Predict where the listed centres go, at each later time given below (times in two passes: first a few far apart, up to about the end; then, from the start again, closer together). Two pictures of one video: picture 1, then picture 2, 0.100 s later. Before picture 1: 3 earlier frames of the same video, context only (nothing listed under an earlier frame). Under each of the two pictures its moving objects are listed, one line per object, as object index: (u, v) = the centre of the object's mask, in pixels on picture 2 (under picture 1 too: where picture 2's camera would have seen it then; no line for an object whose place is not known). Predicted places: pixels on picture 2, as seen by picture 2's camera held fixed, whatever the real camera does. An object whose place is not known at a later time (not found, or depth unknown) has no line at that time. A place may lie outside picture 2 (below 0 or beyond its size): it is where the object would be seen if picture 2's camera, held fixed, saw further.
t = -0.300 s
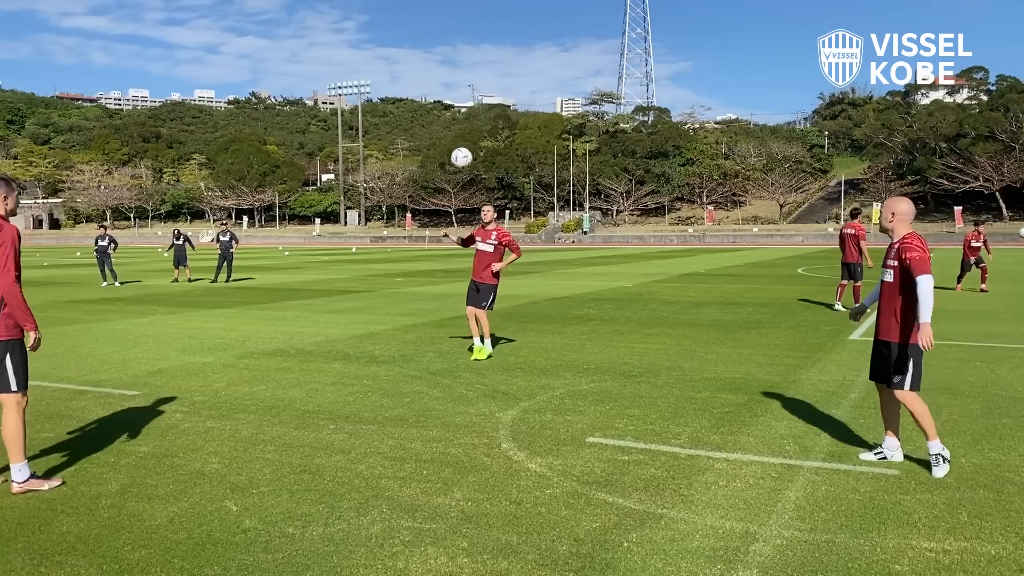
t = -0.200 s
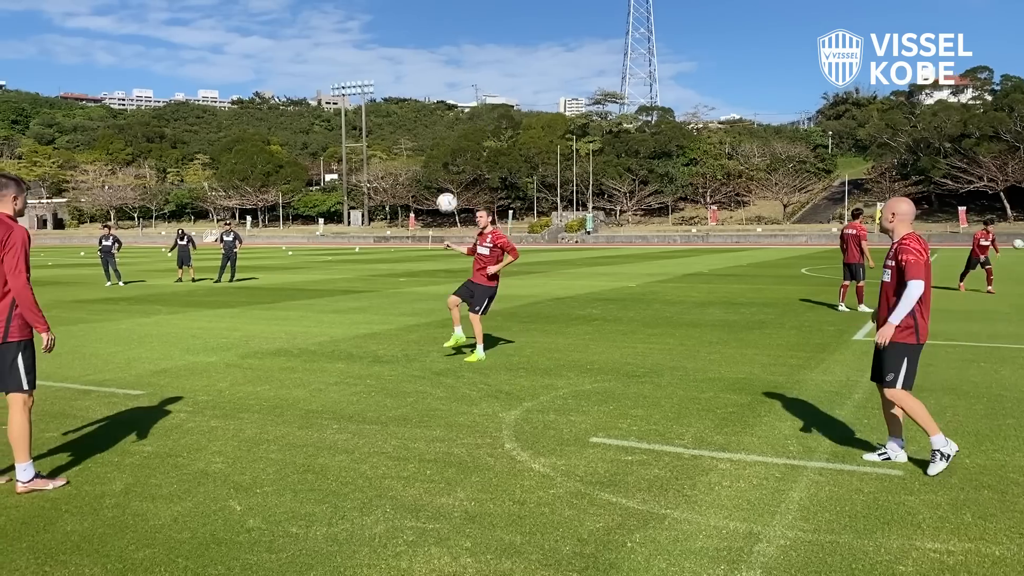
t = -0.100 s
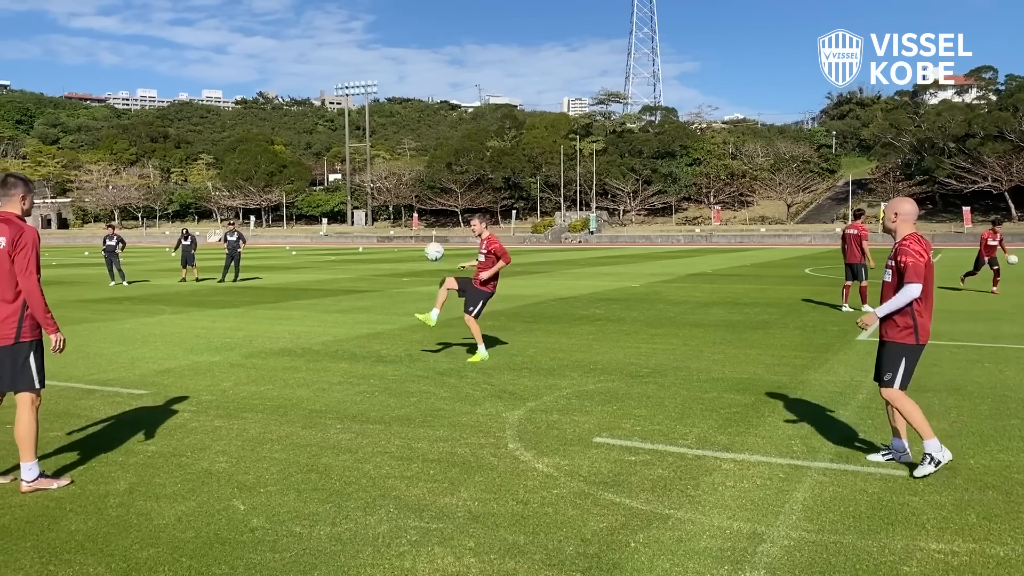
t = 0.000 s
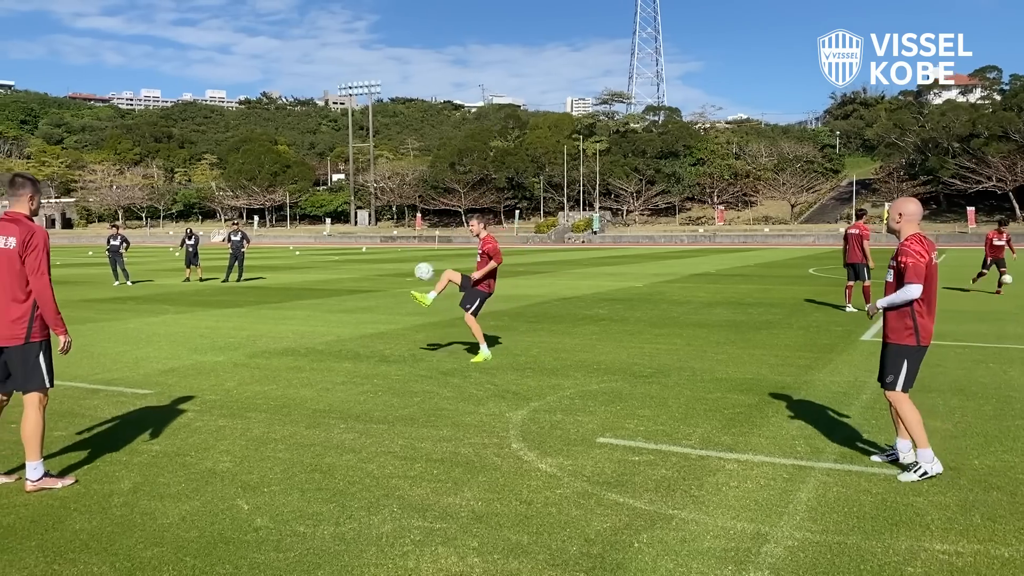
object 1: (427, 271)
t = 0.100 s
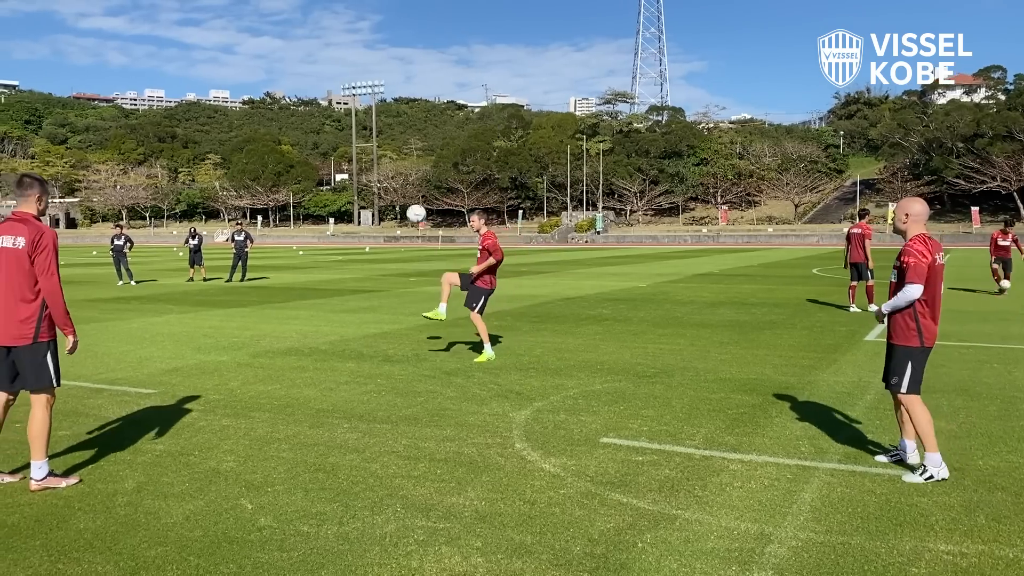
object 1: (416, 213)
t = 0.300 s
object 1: (392, 116)
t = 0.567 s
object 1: (357, 35)
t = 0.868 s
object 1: (313, 21)
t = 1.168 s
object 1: (266, 106)
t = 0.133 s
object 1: (412, 196)
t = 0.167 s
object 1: (408, 179)
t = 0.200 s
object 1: (405, 161)
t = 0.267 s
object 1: (396, 131)
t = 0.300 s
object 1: (392, 116)
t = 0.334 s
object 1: (388, 103)
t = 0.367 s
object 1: (384, 91)
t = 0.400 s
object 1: (380, 80)
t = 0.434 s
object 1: (375, 69)
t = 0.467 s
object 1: (371, 59)
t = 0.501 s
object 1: (366, 50)
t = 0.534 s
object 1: (362, 42)
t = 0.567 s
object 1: (357, 35)
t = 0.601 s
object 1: (353, 29)
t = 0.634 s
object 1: (348, 24)
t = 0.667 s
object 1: (343, 20)
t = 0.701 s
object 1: (338, 17)
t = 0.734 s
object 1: (333, 15)
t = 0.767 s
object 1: (328, 15)
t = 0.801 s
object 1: (323, 16)
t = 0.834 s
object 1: (318, 18)
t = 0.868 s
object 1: (313, 21)
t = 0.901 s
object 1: (308, 25)
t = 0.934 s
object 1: (303, 30)
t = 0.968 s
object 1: (297, 37)
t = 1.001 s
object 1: (292, 45)
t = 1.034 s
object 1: (287, 55)
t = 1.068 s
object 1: (281, 66)
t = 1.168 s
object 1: (266, 106)
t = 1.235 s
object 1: (255, 140)
